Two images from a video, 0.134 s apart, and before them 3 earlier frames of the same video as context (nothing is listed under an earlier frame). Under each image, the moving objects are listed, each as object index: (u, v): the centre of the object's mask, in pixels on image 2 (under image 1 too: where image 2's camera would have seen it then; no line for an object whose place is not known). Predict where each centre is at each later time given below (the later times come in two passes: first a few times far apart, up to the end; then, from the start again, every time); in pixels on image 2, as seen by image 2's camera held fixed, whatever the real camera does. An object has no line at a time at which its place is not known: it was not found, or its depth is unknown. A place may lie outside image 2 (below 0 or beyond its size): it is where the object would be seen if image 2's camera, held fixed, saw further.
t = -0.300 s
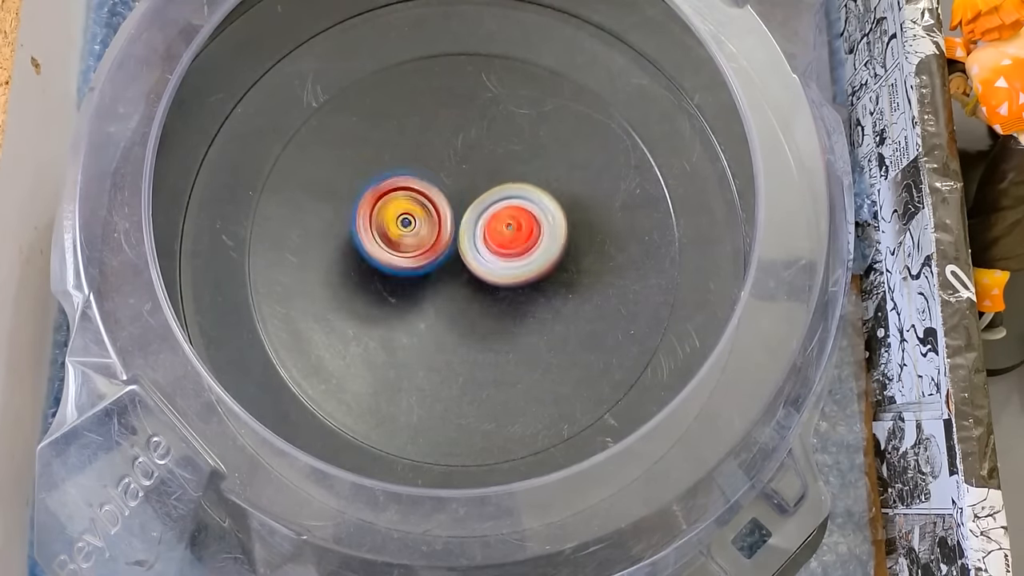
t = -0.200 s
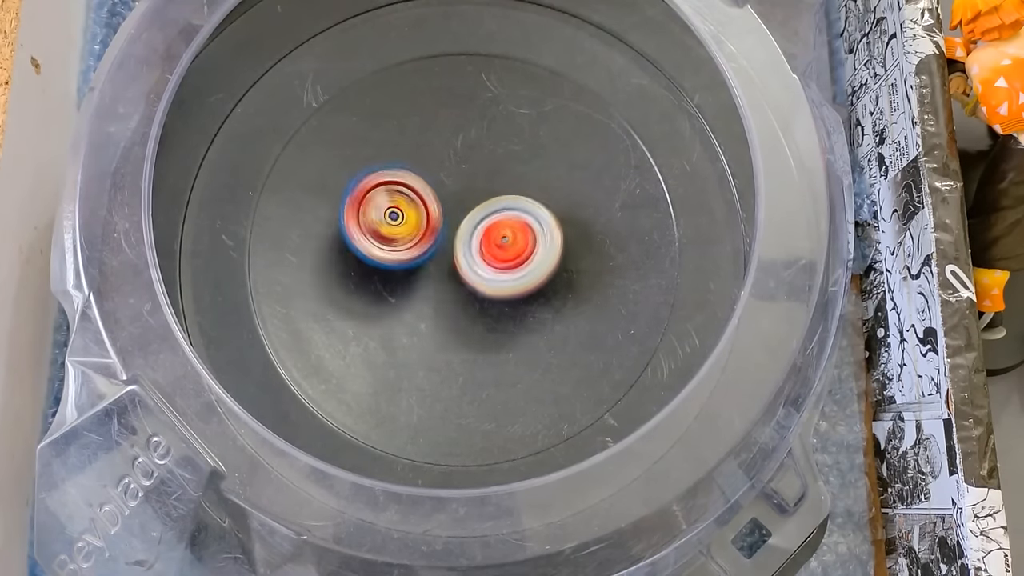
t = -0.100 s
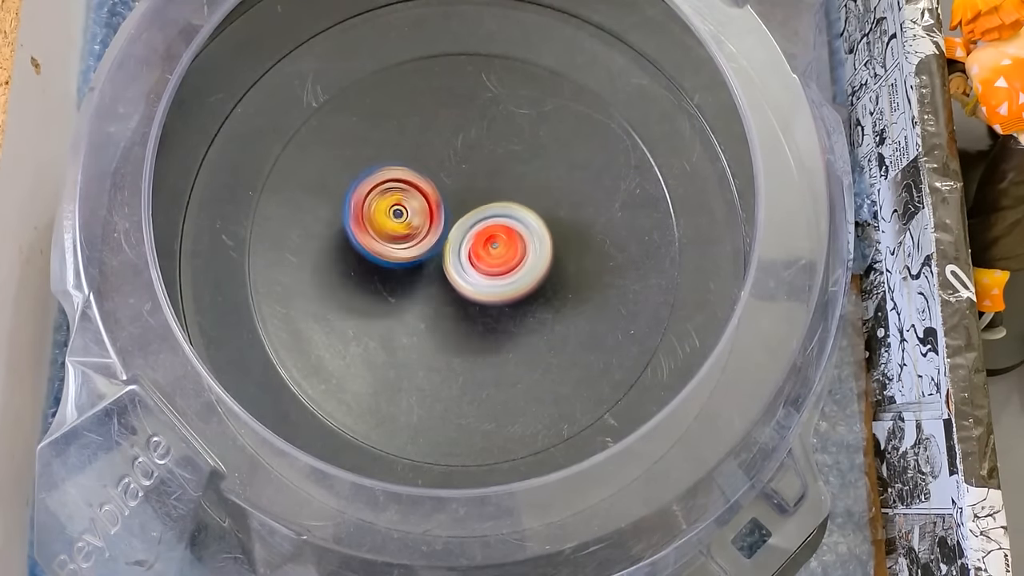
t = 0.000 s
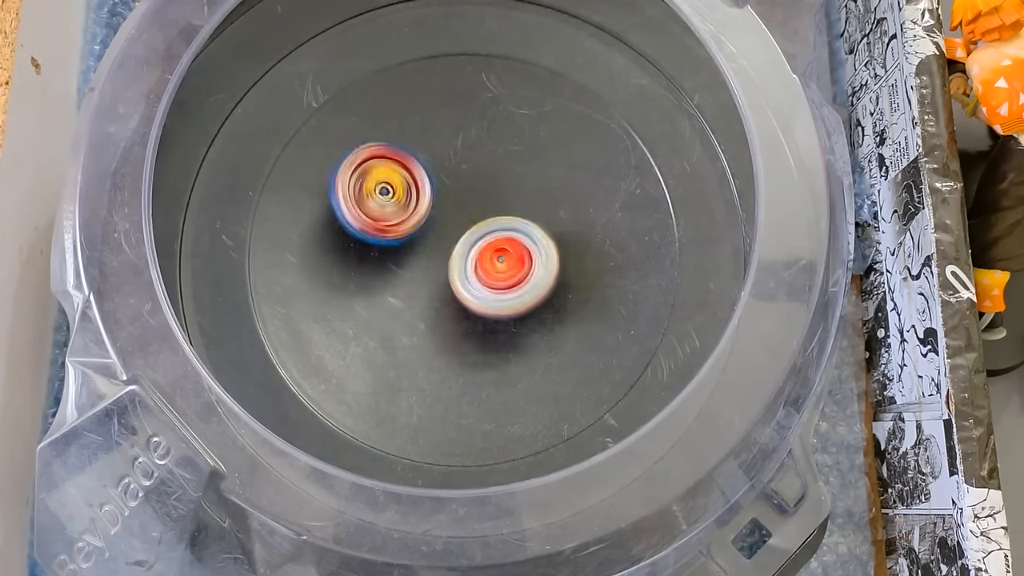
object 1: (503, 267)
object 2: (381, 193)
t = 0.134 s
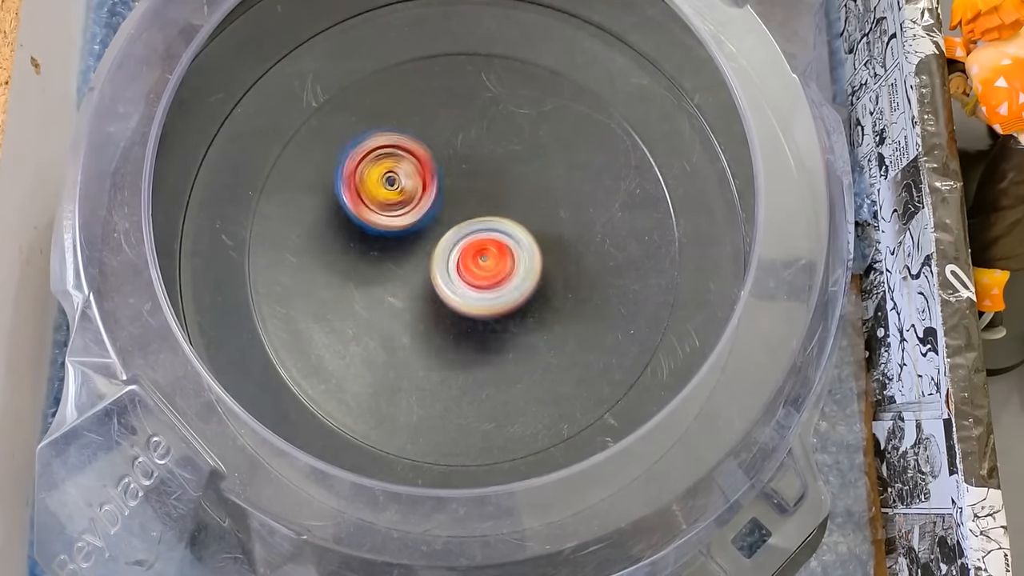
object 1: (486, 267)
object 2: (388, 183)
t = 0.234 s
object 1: (477, 269)
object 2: (414, 168)
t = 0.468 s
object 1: (458, 265)
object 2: (458, 155)
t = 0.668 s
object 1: (420, 294)
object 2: (546, 147)
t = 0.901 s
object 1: (434, 278)
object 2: (569, 176)
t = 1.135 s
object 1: (436, 252)
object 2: (550, 240)
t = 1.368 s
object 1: (423, 240)
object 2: (547, 250)
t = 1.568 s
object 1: (431, 232)
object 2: (544, 236)
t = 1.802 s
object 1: (447, 236)
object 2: (538, 230)
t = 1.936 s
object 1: (443, 242)
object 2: (538, 229)
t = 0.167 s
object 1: (482, 265)
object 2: (395, 182)
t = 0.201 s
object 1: (477, 263)
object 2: (403, 183)
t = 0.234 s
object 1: (477, 269)
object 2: (414, 168)
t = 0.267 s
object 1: (475, 273)
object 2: (422, 162)
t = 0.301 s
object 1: (472, 274)
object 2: (428, 156)
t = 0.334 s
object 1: (469, 273)
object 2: (433, 156)
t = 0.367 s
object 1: (466, 271)
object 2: (435, 157)
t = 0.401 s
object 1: (463, 267)
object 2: (439, 155)
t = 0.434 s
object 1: (461, 264)
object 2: (447, 157)
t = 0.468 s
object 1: (458, 265)
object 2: (458, 155)
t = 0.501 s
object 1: (455, 270)
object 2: (471, 155)
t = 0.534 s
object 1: (452, 269)
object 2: (479, 162)
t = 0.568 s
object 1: (449, 271)
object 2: (486, 167)
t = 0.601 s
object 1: (434, 284)
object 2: (511, 154)
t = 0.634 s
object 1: (424, 293)
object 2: (528, 150)
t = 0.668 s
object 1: (420, 294)
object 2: (546, 147)
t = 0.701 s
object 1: (417, 294)
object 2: (558, 151)
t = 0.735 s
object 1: (419, 293)
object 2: (568, 153)
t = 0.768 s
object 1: (421, 290)
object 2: (577, 159)
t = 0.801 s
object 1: (424, 289)
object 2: (578, 164)
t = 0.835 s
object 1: (427, 285)
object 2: (578, 166)
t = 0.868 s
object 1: (430, 282)
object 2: (575, 171)
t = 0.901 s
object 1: (434, 278)
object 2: (569, 176)
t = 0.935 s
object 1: (438, 275)
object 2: (563, 180)
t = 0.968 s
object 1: (442, 272)
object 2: (557, 186)
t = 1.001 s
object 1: (446, 269)
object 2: (550, 195)
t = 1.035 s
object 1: (449, 267)
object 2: (543, 208)
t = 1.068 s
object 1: (451, 262)
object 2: (538, 222)
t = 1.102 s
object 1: (448, 258)
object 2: (541, 235)
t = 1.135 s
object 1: (436, 252)
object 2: (550, 240)
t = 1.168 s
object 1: (424, 246)
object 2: (561, 246)
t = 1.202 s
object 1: (418, 242)
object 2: (563, 255)
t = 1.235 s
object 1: (417, 240)
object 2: (563, 261)
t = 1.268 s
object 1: (420, 239)
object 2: (561, 262)
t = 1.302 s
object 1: (420, 240)
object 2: (557, 261)
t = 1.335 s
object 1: (423, 240)
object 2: (552, 257)
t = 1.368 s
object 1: (423, 240)
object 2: (547, 250)
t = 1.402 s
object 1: (426, 240)
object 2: (543, 243)
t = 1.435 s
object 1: (427, 241)
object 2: (540, 237)
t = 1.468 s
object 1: (429, 240)
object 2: (540, 232)
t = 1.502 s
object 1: (429, 239)
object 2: (541, 229)
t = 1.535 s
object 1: (430, 236)
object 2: (544, 231)
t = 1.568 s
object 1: (431, 232)
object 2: (544, 236)
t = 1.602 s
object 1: (438, 232)
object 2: (543, 240)
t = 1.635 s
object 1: (440, 233)
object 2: (542, 241)
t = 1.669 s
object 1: (443, 234)
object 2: (540, 240)
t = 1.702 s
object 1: (443, 236)
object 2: (538, 237)
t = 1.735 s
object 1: (444, 236)
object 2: (538, 232)
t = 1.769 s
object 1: (446, 238)
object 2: (539, 227)
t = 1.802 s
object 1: (447, 236)
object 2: (538, 230)
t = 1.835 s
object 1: (446, 239)
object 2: (539, 232)
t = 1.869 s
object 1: (442, 239)
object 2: (541, 233)
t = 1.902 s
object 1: (443, 240)
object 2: (540, 232)
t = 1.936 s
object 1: (443, 242)
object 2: (538, 229)
